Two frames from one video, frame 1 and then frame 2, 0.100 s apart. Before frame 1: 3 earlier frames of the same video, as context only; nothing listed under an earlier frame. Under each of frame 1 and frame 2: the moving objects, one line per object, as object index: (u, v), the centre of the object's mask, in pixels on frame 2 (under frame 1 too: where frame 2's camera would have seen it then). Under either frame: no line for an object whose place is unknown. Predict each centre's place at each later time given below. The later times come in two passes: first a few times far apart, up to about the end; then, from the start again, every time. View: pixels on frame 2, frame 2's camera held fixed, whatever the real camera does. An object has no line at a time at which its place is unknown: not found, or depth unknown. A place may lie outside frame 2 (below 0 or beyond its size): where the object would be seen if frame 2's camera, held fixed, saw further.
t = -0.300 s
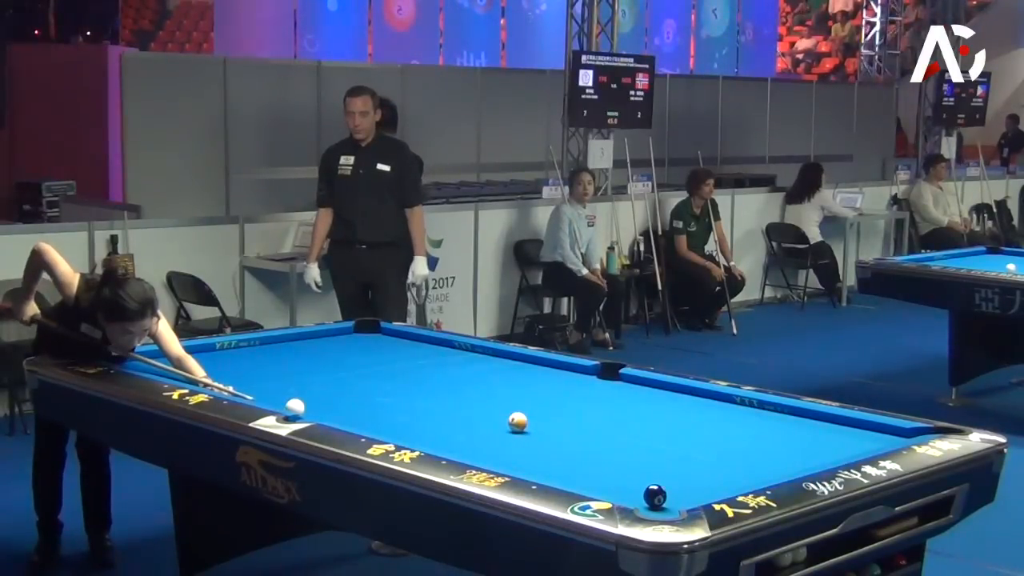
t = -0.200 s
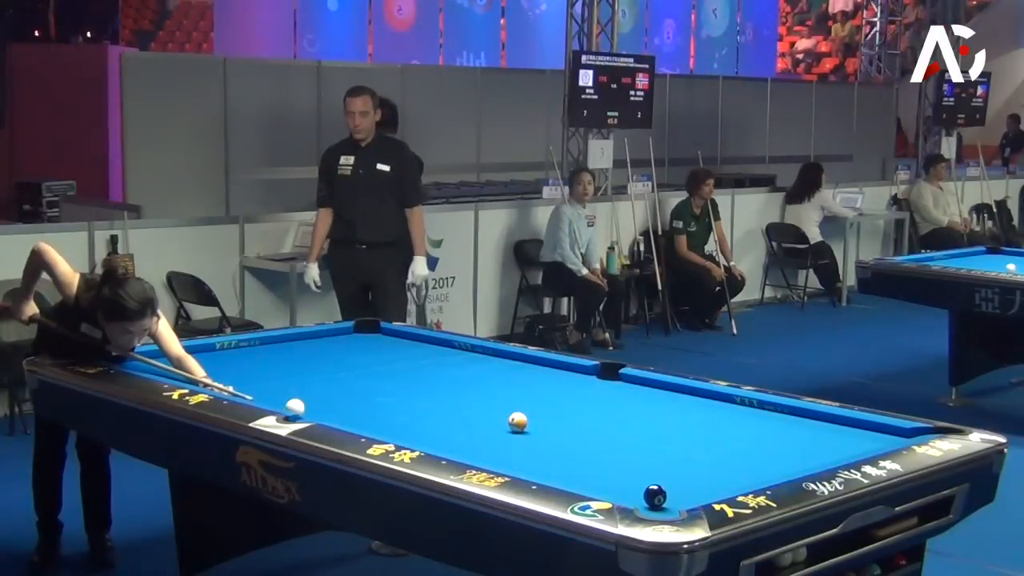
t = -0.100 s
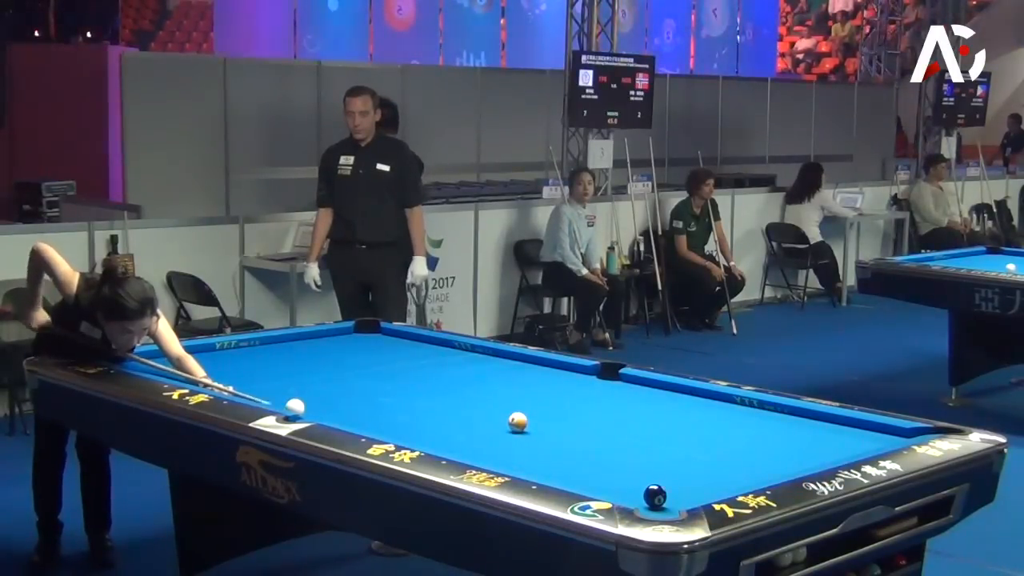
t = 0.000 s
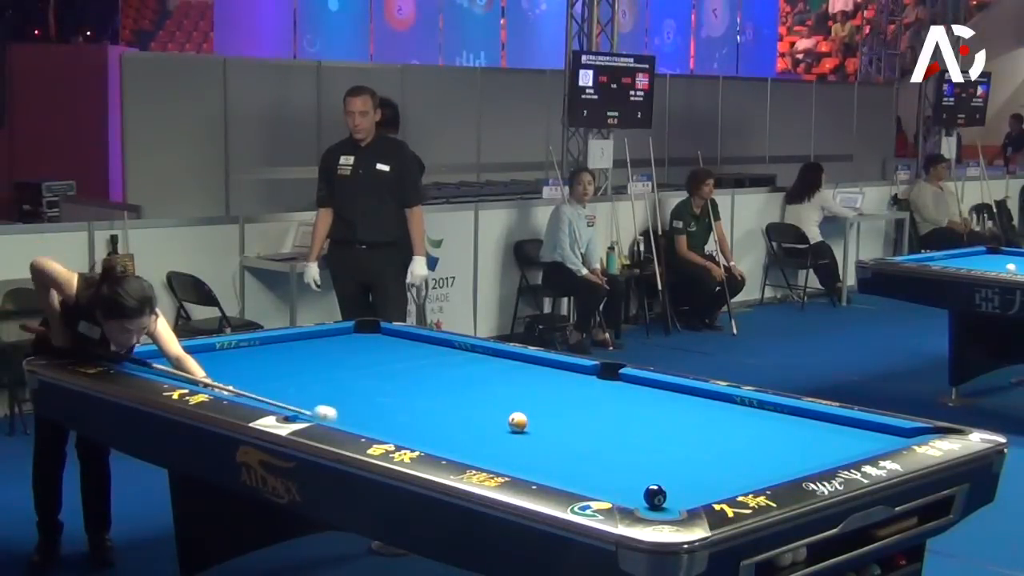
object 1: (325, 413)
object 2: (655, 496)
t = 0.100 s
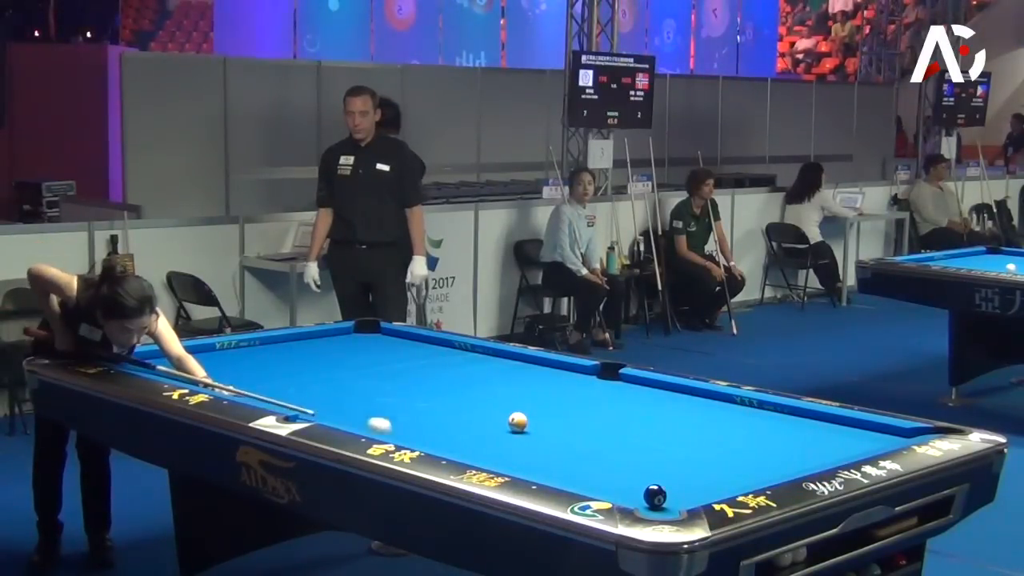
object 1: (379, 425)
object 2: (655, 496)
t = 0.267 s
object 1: (465, 447)
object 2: (655, 496)
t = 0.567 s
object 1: (597, 478)
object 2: (655, 496)
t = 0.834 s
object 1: (697, 489)
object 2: (662, 506)
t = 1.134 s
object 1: (720, 476)
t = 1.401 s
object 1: (723, 460)
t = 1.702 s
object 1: (727, 444)
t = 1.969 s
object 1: (731, 431)
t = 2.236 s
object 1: (733, 419)
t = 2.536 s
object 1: (737, 408)
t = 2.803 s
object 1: (738, 400)
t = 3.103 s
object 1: (702, 398)
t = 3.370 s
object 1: (673, 397)
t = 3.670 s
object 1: (643, 396)
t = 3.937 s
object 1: (617, 395)
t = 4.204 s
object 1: (594, 394)
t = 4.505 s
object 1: (570, 393)
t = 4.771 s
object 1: (551, 393)
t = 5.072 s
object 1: (532, 392)
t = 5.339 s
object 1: (516, 392)
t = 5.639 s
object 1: (501, 392)
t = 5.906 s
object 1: (490, 392)
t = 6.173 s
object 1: (480, 391)
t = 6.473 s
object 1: (471, 391)
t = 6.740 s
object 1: (466, 391)
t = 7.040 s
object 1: (461, 391)
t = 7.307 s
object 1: (459, 391)
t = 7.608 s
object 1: (459, 391)
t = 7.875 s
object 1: (459, 391)
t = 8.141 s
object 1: (460, 391)
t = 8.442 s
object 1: (460, 391)
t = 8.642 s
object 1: (460, 391)
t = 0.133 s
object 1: (397, 430)
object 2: (655, 496)
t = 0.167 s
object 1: (414, 434)
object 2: (655, 496)
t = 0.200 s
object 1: (432, 438)
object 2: (655, 496)
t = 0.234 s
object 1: (449, 442)
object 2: (655, 496)
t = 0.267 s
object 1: (465, 447)
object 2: (655, 496)
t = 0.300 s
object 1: (482, 450)
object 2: (655, 496)
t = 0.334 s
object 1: (497, 454)
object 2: (655, 496)
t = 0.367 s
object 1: (513, 458)
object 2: (655, 496)
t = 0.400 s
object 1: (528, 462)
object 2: (655, 496)
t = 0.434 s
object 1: (543, 465)
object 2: (655, 496)
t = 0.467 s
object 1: (557, 468)
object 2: (655, 496)
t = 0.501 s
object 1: (571, 472)
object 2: (655, 496)
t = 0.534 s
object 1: (585, 475)
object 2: (655, 496)
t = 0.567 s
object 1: (597, 478)
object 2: (655, 496)
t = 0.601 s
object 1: (611, 480)
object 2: (655, 496)
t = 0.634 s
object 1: (623, 483)
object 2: (655, 496)
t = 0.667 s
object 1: (636, 486)
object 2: (655, 496)
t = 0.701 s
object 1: (647, 485)
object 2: (655, 496)
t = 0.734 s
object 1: (664, 485)
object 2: (656, 499)
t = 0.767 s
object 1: (675, 489)
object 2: (658, 502)
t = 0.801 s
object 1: (685, 490)
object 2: (660, 504)
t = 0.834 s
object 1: (697, 489)
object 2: (662, 506)
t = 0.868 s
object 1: (709, 488)
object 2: (663, 507)
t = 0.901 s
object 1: (719, 487)
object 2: (664, 509)
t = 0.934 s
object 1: (718, 485)
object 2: (665, 510)
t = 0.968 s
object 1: (718, 484)
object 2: (667, 511)
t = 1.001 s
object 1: (718, 483)
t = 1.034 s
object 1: (719, 481)
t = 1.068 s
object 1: (719, 480)
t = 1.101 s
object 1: (720, 478)
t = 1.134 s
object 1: (720, 476)
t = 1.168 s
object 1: (721, 474)
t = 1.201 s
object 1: (721, 472)
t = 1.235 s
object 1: (721, 470)
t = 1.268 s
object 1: (722, 468)
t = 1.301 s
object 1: (722, 465)
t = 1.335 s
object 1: (723, 464)
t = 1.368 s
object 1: (723, 461)
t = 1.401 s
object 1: (723, 460)
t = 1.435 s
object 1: (724, 458)
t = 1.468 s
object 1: (724, 456)
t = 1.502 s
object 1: (725, 454)
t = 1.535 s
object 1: (725, 452)
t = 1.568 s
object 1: (725, 450)
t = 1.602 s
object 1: (726, 449)
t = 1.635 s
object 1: (726, 447)
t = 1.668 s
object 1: (727, 445)
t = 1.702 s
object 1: (727, 444)
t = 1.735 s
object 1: (728, 442)
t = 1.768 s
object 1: (728, 440)
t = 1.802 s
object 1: (729, 439)
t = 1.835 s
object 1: (729, 437)
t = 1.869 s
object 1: (729, 435)
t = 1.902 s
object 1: (730, 434)
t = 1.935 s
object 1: (730, 432)
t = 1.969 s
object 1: (731, 431)
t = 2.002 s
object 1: (731, 429)
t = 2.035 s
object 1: (731, 427)
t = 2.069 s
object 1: (732, 426)
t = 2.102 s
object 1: (732, 425)
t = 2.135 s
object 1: (732, 424)
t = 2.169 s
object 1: (733, 422)
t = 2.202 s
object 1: (733, 421)
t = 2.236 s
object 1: (733, 419)
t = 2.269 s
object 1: (734, 418)
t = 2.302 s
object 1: (734, 417)
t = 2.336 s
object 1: (734, 415)
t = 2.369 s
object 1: (735, 414)
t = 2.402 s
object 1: (735, 413)
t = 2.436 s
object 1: (735, 412)
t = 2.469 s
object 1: (736, 411)
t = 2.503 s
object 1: (736, 409)
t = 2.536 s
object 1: (737, 408)
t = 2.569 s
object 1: (737, 407)
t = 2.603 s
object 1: (737, 406)
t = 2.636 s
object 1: (738, 405)
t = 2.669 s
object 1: (738, 404)
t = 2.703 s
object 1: (739, 402)
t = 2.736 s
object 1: (739, 401)
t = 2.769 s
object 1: (739, 400)
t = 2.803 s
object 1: (738, 400)
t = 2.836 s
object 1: (734, 399)
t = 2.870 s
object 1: (730, 399)
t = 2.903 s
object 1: (725, 399)
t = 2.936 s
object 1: (722, 399)
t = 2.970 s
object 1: (718, 399)
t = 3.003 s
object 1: (714, 399)
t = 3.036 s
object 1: (710, 398)
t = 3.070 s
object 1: (706, 398)
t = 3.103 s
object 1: (702, 398)
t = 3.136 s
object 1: (699, 398)
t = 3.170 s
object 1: (695, 398)
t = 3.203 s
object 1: (691, 398)
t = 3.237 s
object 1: (687, 398)
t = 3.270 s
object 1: (684, 397)
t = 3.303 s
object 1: (681, 397)
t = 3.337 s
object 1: (677, 397)
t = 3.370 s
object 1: (673, 397)
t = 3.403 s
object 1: (669, 397)
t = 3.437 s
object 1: (666, 396)
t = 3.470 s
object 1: (663, 397)
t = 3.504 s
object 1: (659, 396)
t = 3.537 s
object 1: (656, 396)
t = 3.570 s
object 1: (653, 396)
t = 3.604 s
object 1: (649, 396)
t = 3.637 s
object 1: (646, 396)
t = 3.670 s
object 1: (643, 396)
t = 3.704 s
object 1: (639, 395)
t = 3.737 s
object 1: (636, 395)
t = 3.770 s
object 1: (633, 395)
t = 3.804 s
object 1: (630, 395)
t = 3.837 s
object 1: (627, 395)
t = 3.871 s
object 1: (624, 395)
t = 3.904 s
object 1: (620, 395)
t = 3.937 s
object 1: (617, 395)
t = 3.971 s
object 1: (614, 395)
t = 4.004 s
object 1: (611, 395)
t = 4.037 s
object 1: (608, 395)
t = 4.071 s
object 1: (605, 394)
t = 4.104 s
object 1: (602, 394)
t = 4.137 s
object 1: (599, 394)
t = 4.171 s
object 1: (597, 394)
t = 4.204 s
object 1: (594, 394)
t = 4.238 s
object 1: (591, 394)
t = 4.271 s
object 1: (589, 394)
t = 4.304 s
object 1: (586, 394)
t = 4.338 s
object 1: (584, 394)
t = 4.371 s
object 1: (581, 394)
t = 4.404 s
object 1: (578, 394)
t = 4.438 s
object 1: (576, 394)
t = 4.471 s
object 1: (573, 393)
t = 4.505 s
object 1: (570, 393)
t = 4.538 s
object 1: (568, 393)
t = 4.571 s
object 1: (566, 393)
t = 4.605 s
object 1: (563, 393)
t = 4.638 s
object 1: (560, 393)
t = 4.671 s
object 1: (558, 393)
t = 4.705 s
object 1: (556, 393)
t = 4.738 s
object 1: (553, 393)
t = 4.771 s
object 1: (551, 393)
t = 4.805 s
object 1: (549, 393)
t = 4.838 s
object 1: (547, 393)
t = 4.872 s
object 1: (544, 393)
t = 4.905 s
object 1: (542, 393)
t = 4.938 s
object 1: (540, 393)
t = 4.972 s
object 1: (538, 392)
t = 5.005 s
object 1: (536, 392)
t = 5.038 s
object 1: (534, 392)
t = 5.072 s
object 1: (532, 392)
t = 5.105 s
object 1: (530, 392)
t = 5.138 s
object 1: (527, 392)
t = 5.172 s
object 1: (525, 392)
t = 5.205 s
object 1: (524, 392)
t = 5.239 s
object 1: (522, 392)
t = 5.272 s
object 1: (520, 392)
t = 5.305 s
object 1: (518, 392)
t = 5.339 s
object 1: (516, 392)
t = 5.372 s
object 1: (514, 392)
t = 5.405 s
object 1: (512, 392)
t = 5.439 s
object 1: (511, 392)
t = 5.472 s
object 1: (509, 392)
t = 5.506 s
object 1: (508, 392)
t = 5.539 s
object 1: (506, 392)
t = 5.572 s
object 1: (504, 392)
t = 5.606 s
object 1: (503, 392)
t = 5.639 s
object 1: (501, 392)
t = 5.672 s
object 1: (500, 392)
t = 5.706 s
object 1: (498, 392)
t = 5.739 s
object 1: (496, 392)
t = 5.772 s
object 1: (495, 392)
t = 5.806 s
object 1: (494, 392)
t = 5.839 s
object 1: (492, 392)
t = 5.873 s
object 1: (491, 392)
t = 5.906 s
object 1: (490, 392)
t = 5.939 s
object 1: (488, 392)
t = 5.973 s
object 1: (487, 391)
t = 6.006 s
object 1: (486, 391)
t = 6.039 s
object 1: (485, 391)
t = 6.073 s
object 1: (484, 391)
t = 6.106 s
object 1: (482, 391)
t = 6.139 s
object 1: (481, 391)
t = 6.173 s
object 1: (480, 391)
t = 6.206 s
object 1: (479, 391)
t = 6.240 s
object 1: (478, 391)
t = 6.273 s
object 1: (477, 391)
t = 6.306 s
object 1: (476, 391)
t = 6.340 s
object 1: (475, 391)
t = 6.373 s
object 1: (474, 391)
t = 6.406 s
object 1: (473, 391)
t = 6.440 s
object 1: (472, 391)
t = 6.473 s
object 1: (471, 391)
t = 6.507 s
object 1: (470, 391)
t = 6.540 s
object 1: (470, 391)
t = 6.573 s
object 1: (469, 391)
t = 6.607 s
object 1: (468, 391)
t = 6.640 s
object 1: (468, 391)
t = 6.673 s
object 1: (467, 391)
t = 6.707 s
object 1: (466, 391)
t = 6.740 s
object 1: (466, 391)
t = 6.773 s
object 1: (465, 391)
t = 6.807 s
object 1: (464, 391)
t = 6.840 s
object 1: (464, 391)
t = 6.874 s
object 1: (463, 391)
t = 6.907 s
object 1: (463, 391)
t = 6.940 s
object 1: (462, 391)
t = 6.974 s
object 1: (462, 391)
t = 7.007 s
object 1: (462, 391)
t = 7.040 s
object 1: (461, 391)
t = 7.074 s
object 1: (461, 391)
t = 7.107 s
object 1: (461, 391)
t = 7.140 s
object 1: (460, 391)
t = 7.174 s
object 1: (460, 391)
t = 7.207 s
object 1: (460, 391)
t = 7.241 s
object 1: (460, 391)
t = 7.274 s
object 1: (460, 391)
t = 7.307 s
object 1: (459, 391)
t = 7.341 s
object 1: (459, 391)
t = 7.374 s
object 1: (459, 391)
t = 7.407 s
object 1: (459, 391)
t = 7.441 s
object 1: (459, 391)
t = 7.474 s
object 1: (459, 391)
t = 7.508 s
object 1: (459, 391)
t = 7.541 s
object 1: (459, 391)
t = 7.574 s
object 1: (459, 391)
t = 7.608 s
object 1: (459, 391)
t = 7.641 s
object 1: (459, 391)
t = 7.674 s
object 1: (459, 391)
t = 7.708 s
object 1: (459, 391)
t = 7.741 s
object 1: (459, 391)
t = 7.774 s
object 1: (459, 391)
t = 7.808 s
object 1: (459, 391)
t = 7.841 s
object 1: (459, 391)
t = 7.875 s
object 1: (459, 391)
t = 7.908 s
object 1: (459, 391)
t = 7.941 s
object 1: (460, 391)
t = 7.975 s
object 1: (460, 391)
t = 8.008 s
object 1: (460, 391)
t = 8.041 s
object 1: (460, 391)
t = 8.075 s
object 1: (459, 391)
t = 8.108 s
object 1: (460, 391)
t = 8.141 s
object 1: (460, 391)
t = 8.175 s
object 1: (460, 391)
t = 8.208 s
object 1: (459, 391)
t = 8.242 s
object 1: (460, 391)
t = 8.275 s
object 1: (460, 390)
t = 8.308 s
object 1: (460, 391)
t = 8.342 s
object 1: (460, 391)
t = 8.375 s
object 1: (460, 391)
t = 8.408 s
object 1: (460, 391)
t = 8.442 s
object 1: (460, 391)
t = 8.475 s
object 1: (459, 391)
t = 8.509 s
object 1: (459, 391)
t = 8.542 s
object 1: (459, 391)
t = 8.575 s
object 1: (460, 391)
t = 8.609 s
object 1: (460, 391)
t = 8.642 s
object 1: (460, 391)
